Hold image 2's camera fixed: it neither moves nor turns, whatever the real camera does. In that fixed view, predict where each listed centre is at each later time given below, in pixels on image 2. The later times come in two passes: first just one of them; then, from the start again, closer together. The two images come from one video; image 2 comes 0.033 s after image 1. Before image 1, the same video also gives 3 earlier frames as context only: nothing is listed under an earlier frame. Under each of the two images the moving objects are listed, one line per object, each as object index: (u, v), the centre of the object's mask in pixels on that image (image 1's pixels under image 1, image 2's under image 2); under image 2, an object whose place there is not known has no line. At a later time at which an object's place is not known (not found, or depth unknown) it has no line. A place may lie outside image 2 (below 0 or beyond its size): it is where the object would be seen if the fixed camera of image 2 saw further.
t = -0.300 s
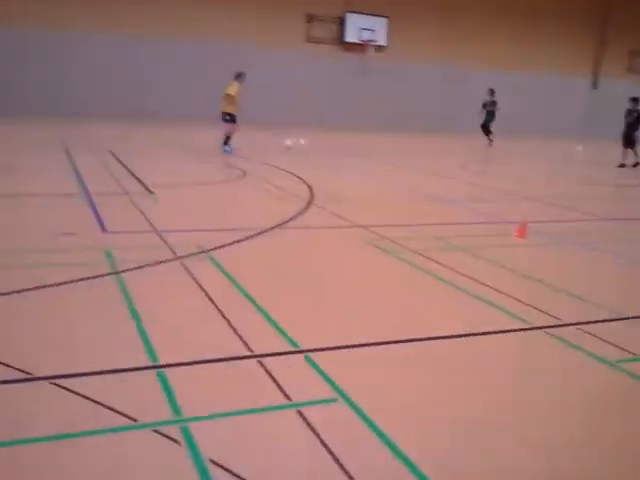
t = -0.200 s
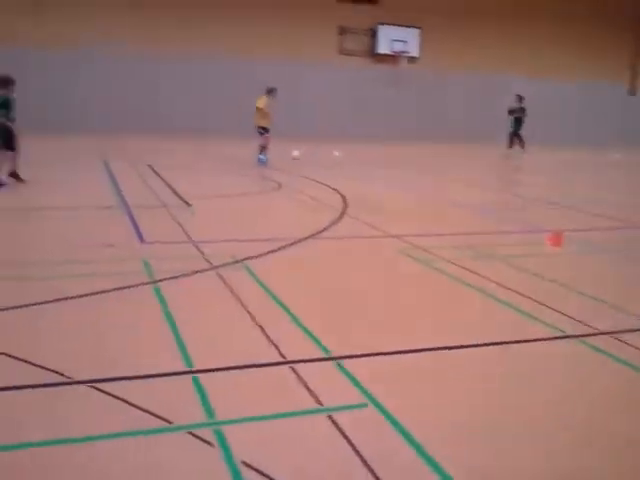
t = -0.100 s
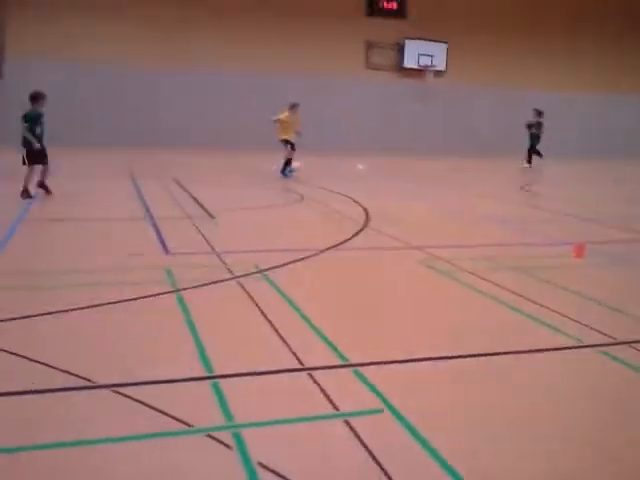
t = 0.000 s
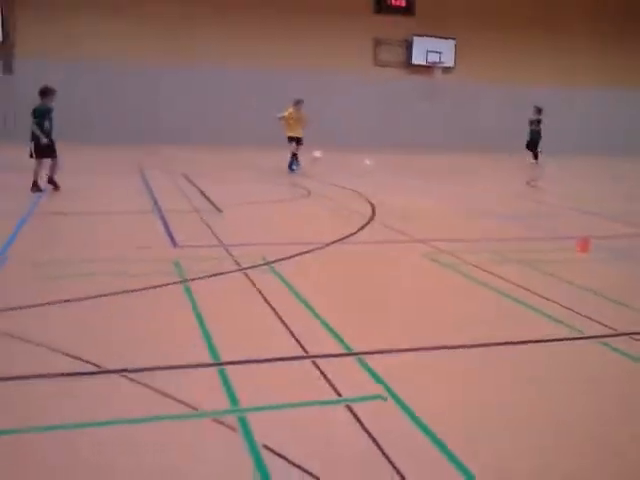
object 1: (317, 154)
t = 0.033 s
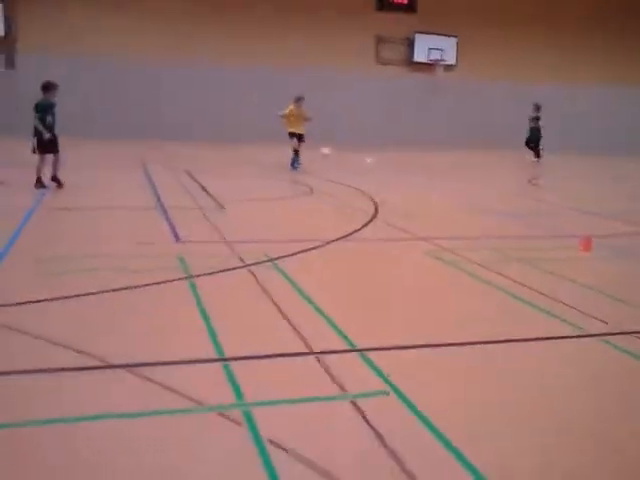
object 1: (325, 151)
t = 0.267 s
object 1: (365, 160)
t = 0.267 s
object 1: (365, 160)
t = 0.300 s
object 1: (368, 166)
